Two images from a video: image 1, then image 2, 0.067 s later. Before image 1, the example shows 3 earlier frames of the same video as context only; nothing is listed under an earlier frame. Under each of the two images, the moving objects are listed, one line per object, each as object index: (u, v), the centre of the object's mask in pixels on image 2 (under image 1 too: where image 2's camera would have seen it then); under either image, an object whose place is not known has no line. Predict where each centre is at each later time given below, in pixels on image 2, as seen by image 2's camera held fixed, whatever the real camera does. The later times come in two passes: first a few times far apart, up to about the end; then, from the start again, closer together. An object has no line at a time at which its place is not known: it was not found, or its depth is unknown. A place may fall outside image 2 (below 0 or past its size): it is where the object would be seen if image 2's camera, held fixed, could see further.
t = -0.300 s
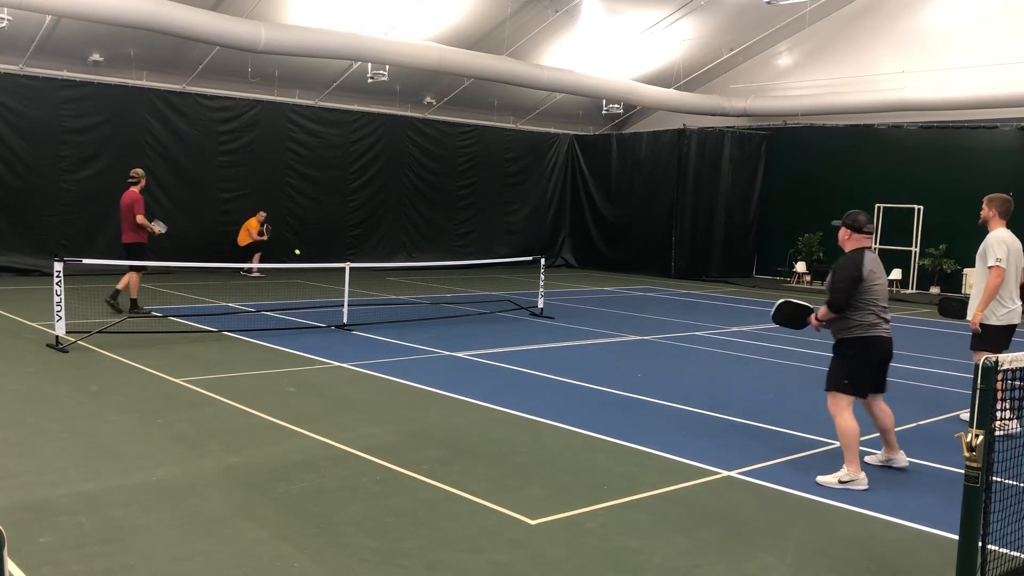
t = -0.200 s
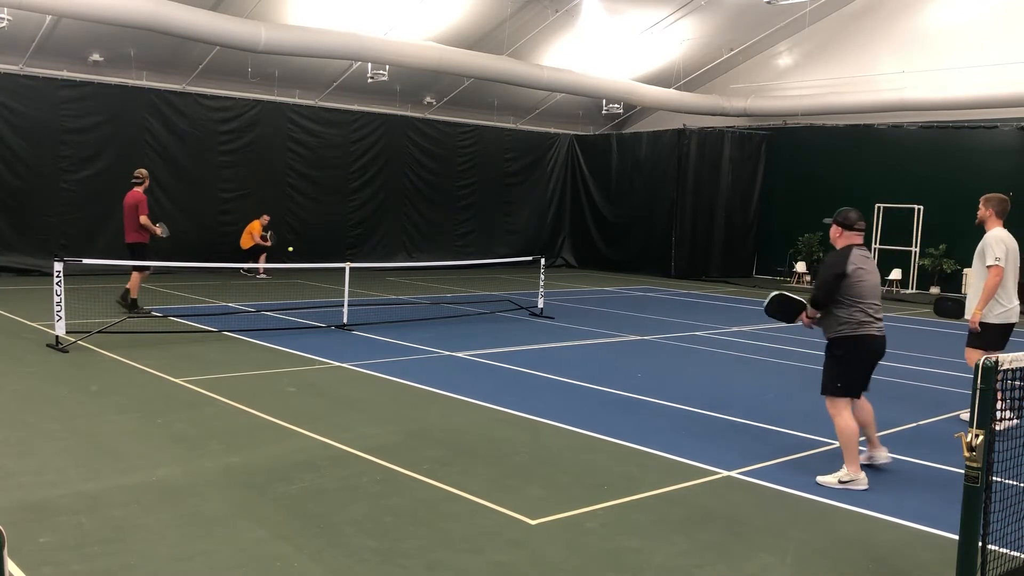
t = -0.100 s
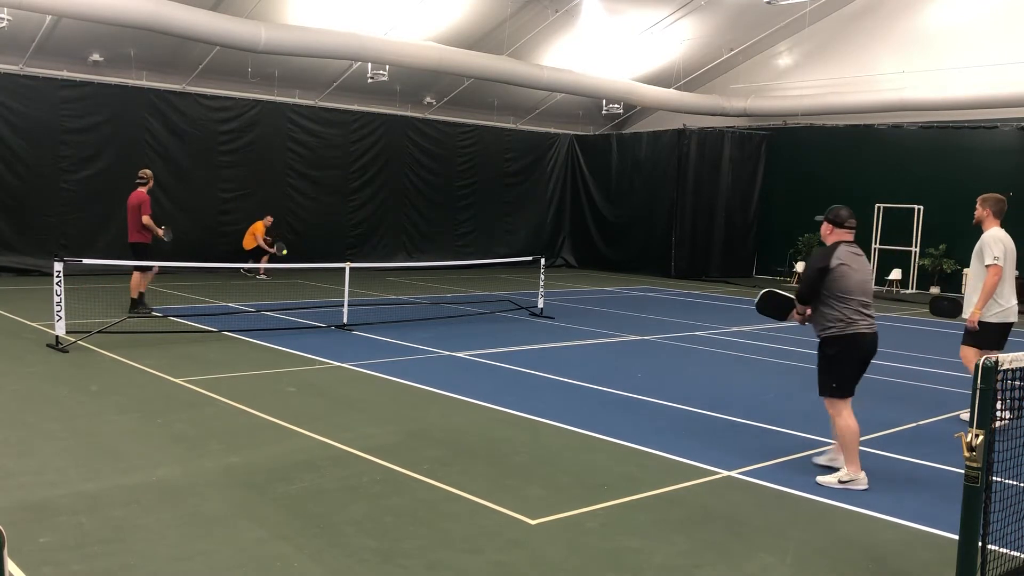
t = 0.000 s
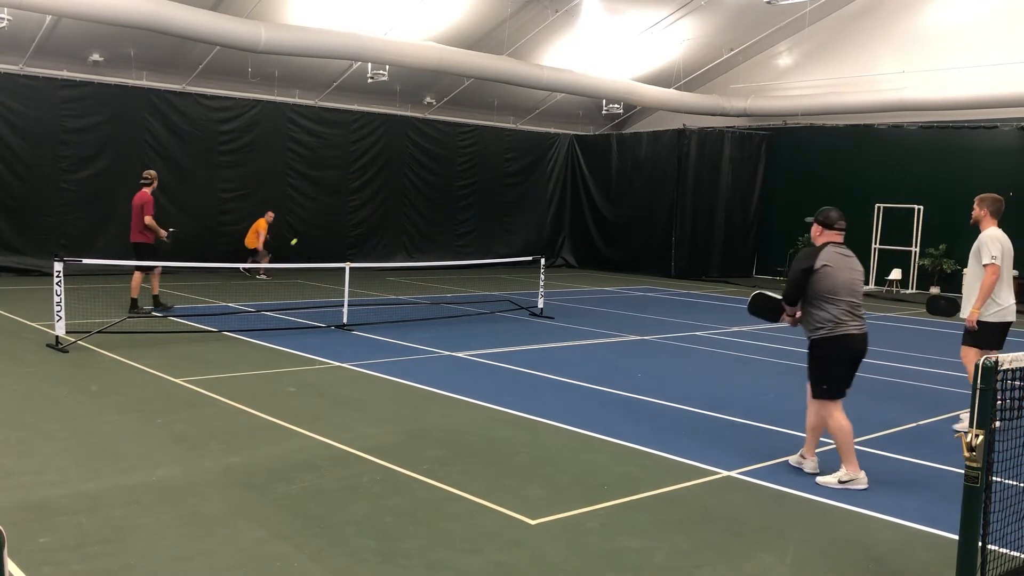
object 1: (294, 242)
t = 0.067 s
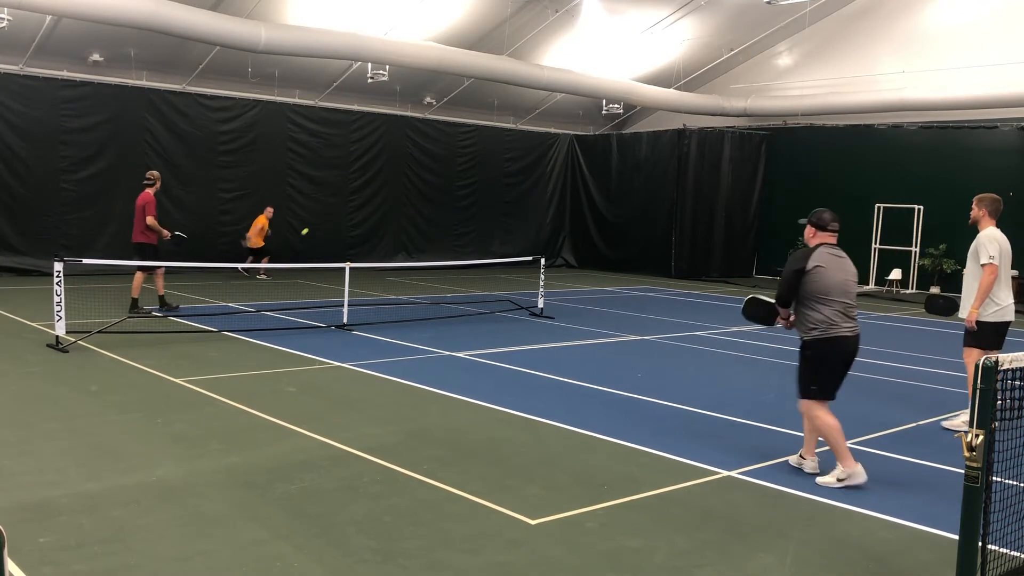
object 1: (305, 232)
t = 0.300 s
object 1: (349, 205)
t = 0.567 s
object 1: (415, 202)
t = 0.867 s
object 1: (516, 256)
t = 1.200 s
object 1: (674, 392)
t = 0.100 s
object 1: (310, 226)
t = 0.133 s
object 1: (316, 222)
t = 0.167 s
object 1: (322, 218)
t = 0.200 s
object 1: (328, 214)
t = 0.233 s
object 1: (335, 210)
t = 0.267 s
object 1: (342, 208)
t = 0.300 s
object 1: (349, 205)
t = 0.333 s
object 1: (356, 203)
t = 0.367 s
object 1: (364, 201)
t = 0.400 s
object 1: (372, 200)
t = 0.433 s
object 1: (380, 199)
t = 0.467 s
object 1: (388, 199)
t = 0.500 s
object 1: (397, 199)
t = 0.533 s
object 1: (406, 200)
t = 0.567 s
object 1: (415, 202)
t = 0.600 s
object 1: (424, 205)
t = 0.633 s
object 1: (434, 208)
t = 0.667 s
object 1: (445, 212)
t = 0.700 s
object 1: (456, 217)
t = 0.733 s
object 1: (467, 223)
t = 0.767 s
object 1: (478, 229)
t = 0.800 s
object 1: (490, 237)
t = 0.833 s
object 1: (503, 246)
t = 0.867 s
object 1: (516, 256)
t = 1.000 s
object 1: (574, 310)
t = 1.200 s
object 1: (674, 392)
